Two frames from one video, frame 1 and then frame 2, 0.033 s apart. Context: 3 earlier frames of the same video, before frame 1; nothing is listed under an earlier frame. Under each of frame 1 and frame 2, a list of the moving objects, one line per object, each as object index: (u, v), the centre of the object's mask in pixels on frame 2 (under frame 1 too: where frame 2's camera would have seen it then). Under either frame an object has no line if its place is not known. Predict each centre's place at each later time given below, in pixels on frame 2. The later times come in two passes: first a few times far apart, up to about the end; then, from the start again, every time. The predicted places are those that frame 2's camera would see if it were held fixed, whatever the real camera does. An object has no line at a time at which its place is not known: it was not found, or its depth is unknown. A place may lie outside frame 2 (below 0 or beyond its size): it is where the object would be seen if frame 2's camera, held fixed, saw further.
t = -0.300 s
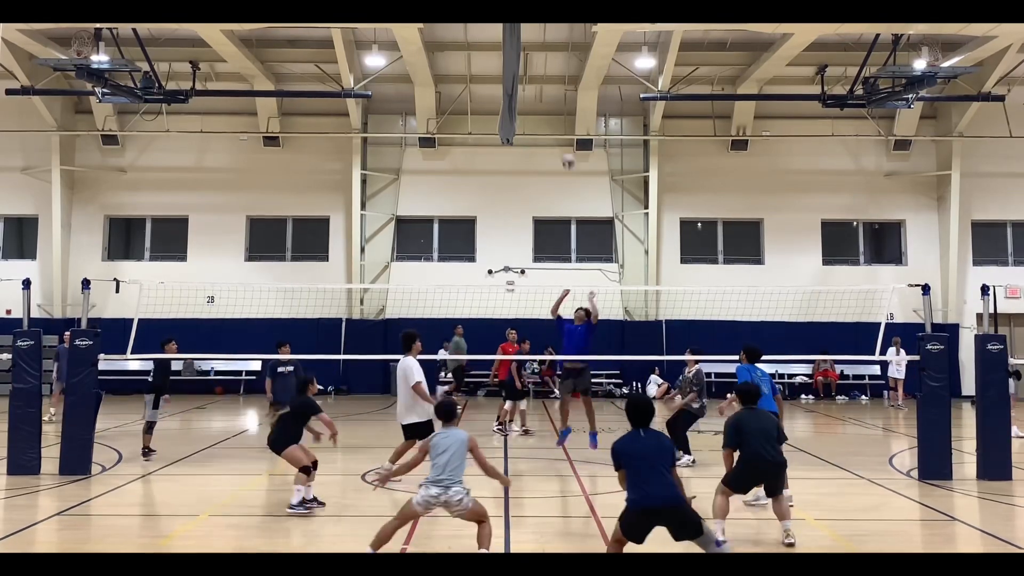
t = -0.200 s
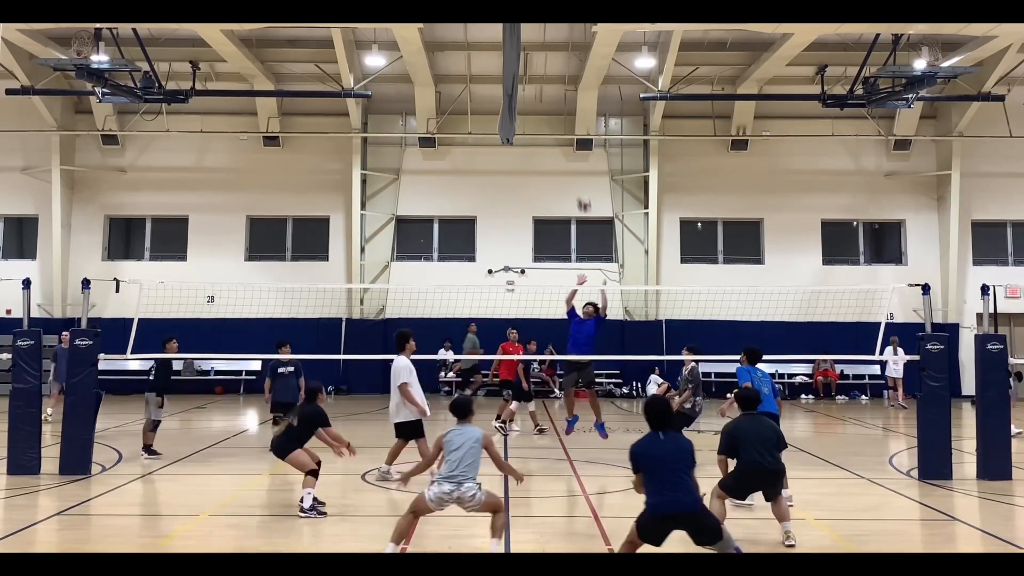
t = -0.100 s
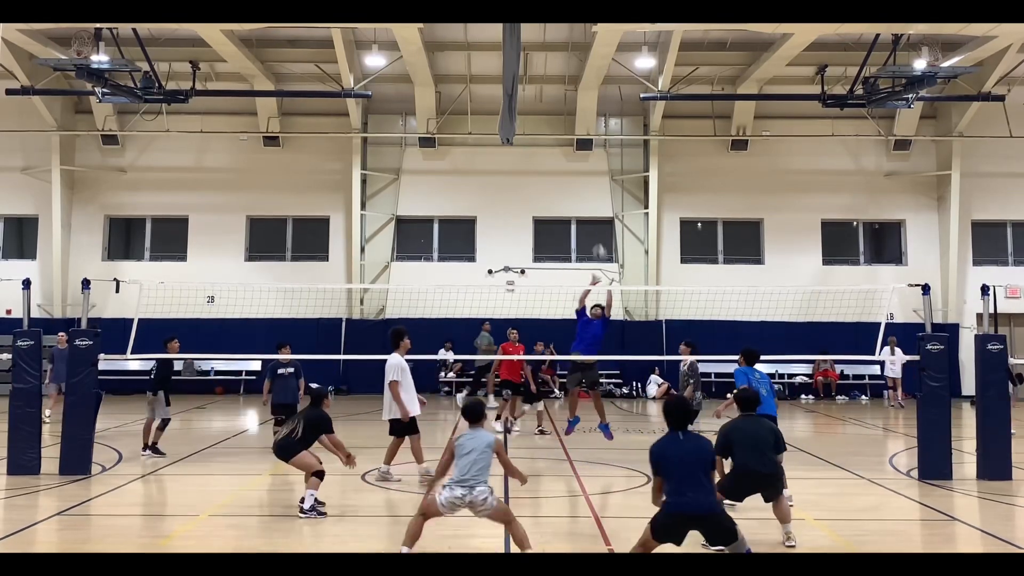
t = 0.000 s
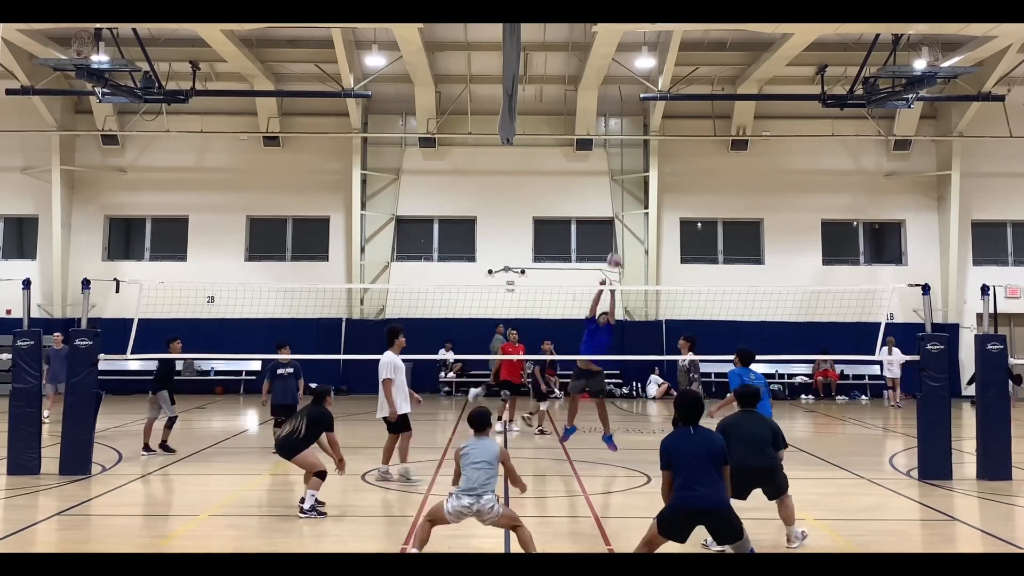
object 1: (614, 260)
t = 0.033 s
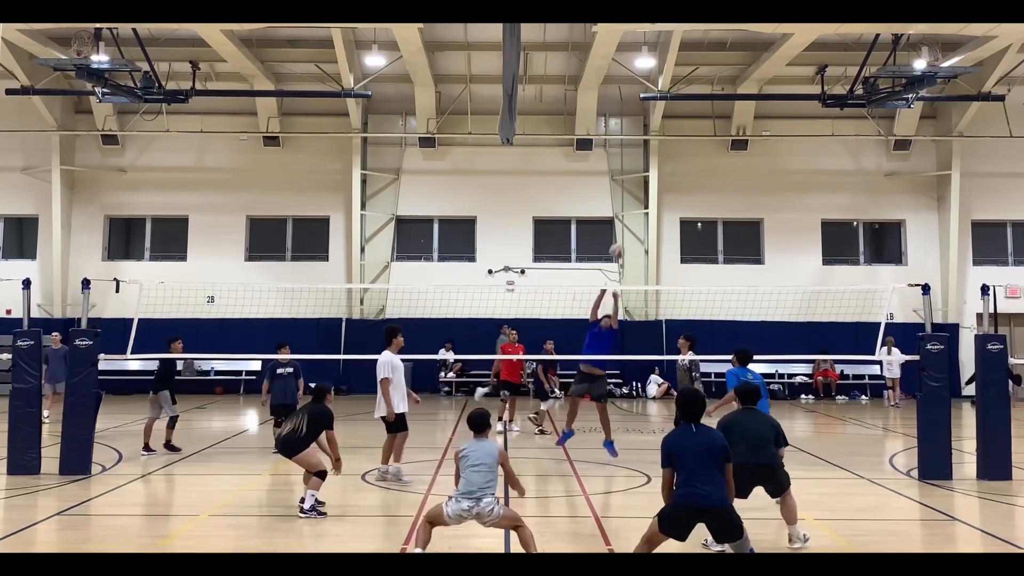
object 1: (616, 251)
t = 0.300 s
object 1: (644, 205)
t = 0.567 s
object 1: (676, 209)
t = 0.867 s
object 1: (720, 294)
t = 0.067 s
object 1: (619, 244)
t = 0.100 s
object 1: (623, 236)
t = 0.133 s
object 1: (627, 229)
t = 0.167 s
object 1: (631, 224)
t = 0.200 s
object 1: (633, 218)
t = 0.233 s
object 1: (637, 213)
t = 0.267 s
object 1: (640, 209)
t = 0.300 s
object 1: (644, 205)
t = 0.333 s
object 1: (647, 203)
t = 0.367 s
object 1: (650, 201)
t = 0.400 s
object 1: (654, 200)
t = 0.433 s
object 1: (658, 200)
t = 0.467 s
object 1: (663, 201)
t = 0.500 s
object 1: (666, 202)
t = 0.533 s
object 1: (671, 205)
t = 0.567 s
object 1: (676, 209)
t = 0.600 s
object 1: (680, 214)
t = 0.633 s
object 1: (684, 220)
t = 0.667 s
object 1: (689, 227)
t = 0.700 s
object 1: (693, 234)
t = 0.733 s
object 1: (699, 243)
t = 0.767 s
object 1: (704, 254)
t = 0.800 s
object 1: (709, 266)
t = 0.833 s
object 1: (715, 280)
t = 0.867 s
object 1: (720, 294)
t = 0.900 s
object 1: (726, 311)
